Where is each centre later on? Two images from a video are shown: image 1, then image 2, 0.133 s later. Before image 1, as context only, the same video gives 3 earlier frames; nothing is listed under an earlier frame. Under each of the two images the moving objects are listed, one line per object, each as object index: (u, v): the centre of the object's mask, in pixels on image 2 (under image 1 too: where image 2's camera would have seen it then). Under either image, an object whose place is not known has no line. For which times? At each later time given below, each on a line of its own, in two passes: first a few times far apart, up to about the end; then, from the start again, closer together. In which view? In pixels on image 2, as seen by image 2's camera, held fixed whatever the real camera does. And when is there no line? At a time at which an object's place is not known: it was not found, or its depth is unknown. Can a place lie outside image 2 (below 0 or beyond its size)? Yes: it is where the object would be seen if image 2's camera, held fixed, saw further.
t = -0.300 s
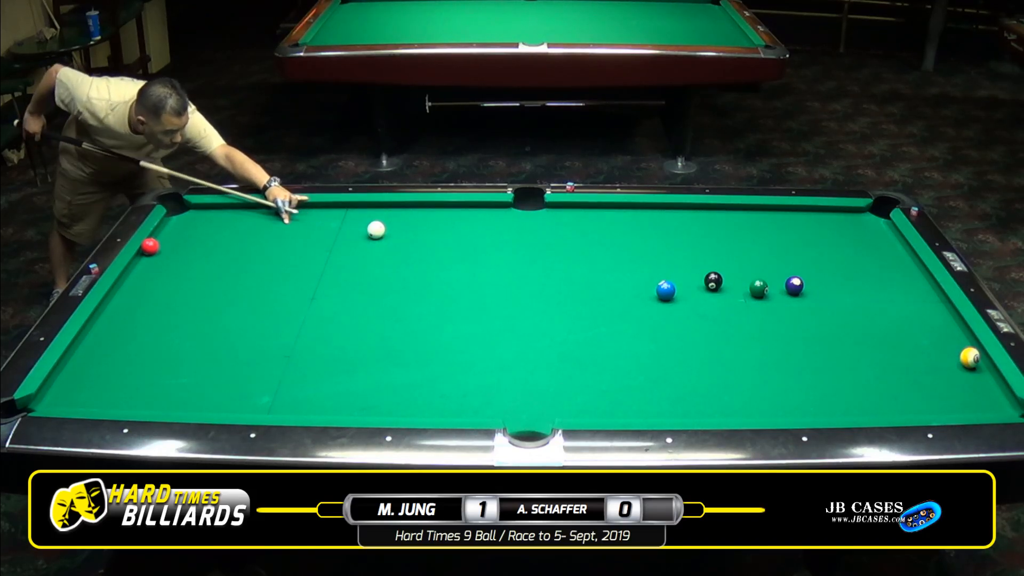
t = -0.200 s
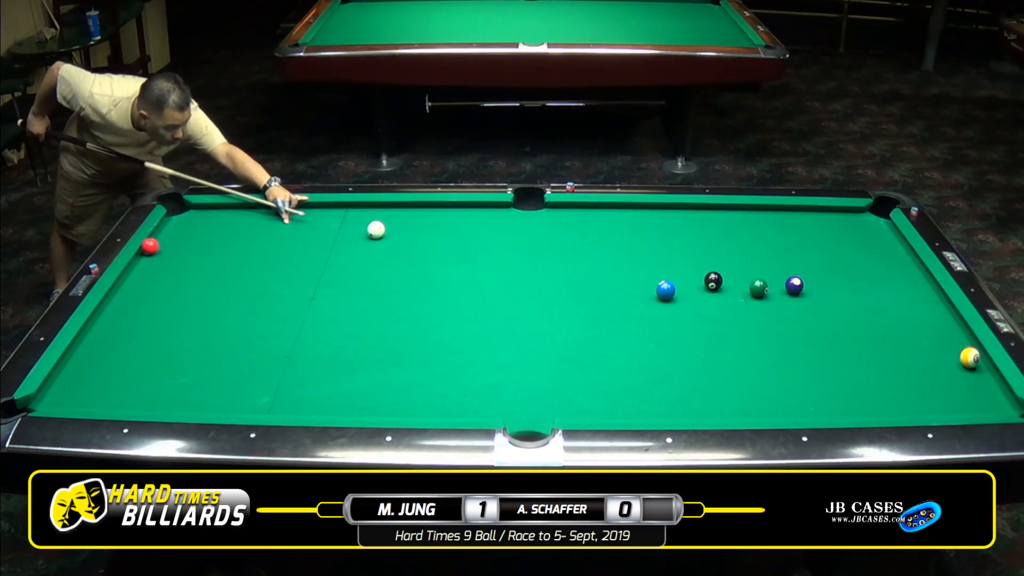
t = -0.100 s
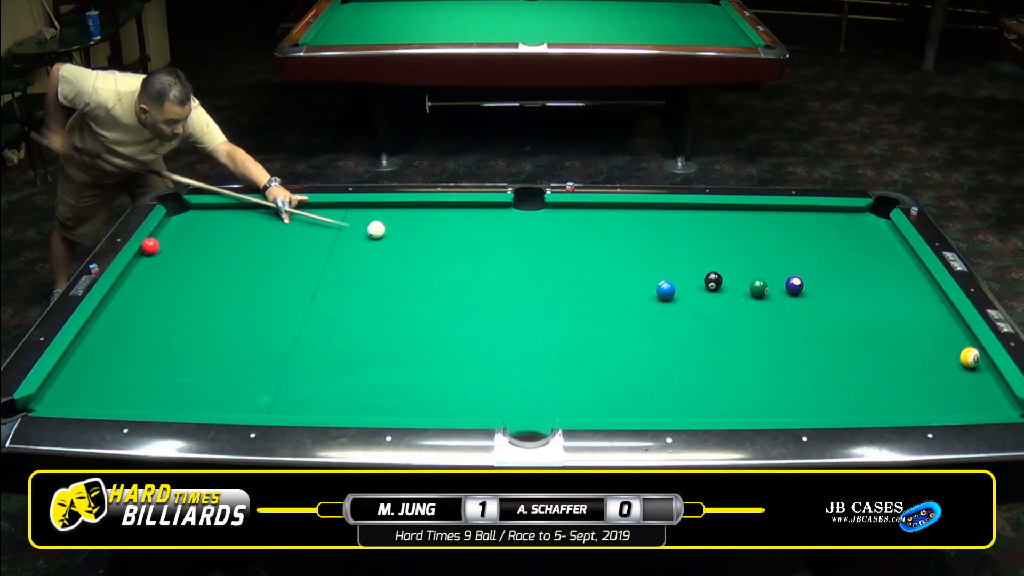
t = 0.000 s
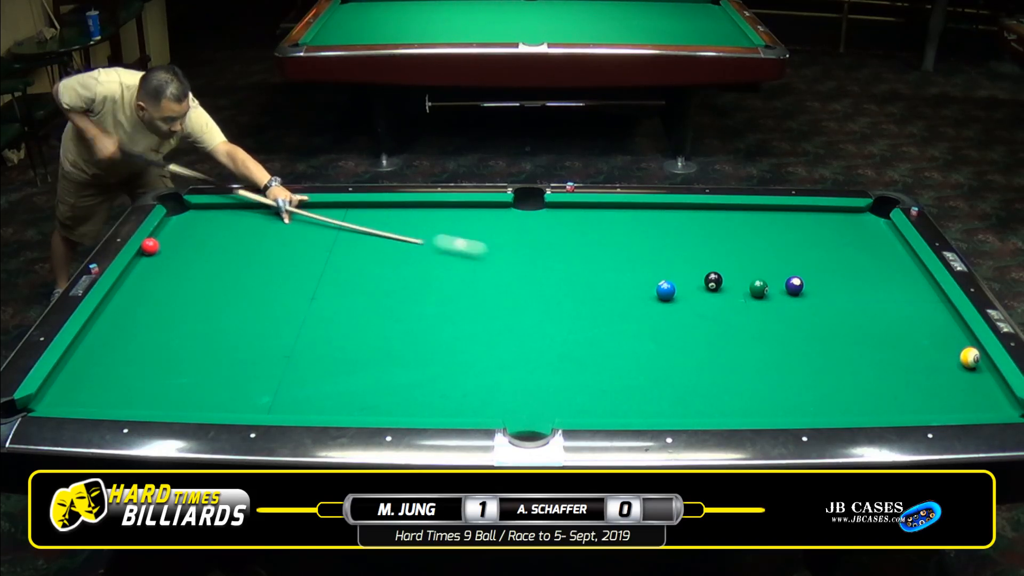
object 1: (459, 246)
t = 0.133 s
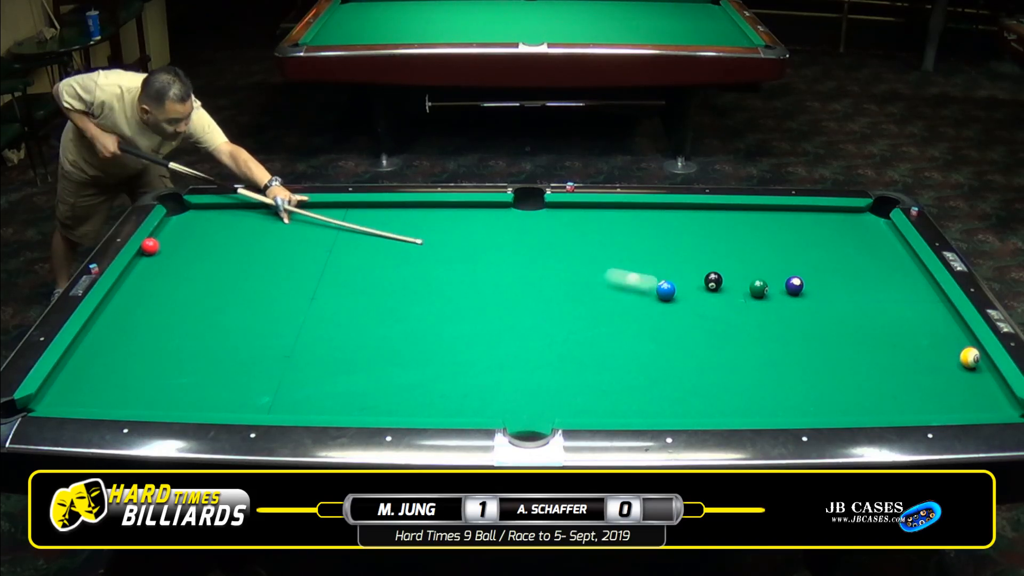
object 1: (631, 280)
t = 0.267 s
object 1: (661, 272)
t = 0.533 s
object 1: (651, 246)
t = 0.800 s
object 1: (639, 223)
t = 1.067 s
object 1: (627, 208)
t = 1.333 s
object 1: (605, 218)
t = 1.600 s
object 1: (584, 227)
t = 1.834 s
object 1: (564, 237)
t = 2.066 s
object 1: (546, 245)
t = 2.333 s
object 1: (526, 254)
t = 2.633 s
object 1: (505, 264)
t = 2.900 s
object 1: (488, 272)
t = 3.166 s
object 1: (471, 280)
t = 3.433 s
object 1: (455, 288)
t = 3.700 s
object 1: (440, 295)
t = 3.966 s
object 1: (427, 301)
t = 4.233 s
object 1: (416, 307)
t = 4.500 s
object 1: (406, 312)
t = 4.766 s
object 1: (396, 317)
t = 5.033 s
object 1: (389, 320)
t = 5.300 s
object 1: (384, 324)
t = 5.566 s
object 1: (380, 326)
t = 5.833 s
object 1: (377, 328)
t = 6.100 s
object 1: (376, 329)
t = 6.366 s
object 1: (375, 329)
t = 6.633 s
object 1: (375, 329)
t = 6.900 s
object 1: (375, 329)
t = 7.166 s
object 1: (375, 329)
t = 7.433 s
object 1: (375, 329)
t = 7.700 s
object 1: (375, 329)
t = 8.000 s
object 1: (375, 329)
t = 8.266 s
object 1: (375, 329)
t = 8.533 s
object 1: (375, 329)
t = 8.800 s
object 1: (375, 329)
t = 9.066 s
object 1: (375, 329)
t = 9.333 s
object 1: (375, 329)
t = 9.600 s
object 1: (375, 329)
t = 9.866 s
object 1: (375, 329)
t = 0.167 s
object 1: (652, 282)
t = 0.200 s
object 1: (657, 279)
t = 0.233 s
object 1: (660, 275)
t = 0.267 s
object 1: (661, 272)
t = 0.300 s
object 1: (661, 269)
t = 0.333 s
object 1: (660, 265)
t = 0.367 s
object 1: (659, 262)
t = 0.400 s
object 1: (657, 259)
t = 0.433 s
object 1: (656, 255)
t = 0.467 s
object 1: (654, 252)
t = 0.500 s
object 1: (652, 249)
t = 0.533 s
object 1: (651, 246)
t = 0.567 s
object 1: (649, 243)
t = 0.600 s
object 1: (648, 240)
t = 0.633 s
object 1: (646, 237)
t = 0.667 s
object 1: (645, 234)
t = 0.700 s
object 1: (643, 232)
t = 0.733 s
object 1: (642, 229)
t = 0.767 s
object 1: (640, 226)
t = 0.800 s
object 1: (639, 223)
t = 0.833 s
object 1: (638, 221)
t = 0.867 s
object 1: (636, 218)
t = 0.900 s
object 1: (635, 216)
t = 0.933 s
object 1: (634, 213)
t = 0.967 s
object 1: (632, 211)
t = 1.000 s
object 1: (631, 209)
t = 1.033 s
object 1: (629, 207)
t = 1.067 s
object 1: (627, 208)
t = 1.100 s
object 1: (624, 209)
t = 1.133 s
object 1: (621, 210)
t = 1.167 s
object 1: (619, 212)
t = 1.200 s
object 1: (616, 213)
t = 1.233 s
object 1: (613, 214)
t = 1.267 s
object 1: (611, 215)
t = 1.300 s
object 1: (608, 216)
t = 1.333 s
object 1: (605, 218)
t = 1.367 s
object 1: (602, 219)
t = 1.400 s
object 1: (600, 220)
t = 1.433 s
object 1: (597, 221)
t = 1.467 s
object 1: (594, 222)
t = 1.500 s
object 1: (592, 224)
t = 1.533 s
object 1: (589, 225)
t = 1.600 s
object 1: (584, 227)
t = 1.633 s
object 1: (581, 228)
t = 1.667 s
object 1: (579, 230)
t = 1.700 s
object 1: (576, 231)
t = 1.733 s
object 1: (574, 232)
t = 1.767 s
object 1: (571, 233)
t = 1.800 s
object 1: (566, 236)
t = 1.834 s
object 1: (564, 237)
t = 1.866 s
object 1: (561, 238)
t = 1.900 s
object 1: (559, 239)
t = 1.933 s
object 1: (556, 240)
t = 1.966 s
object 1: (553, 241)
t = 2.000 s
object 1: (551, 243)
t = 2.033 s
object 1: (548, 244)
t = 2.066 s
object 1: (546, 245)
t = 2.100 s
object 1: (543, 246)
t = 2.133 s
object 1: (541, 247)
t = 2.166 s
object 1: (538, 248)
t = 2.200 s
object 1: (536, 249)
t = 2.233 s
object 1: (534, 251)
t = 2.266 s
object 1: (531, 252)
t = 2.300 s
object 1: (529, 253)
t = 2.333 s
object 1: (526, 254)
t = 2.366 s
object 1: (524, 255)
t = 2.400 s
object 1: (522, 256)
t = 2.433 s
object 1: (519, 257)
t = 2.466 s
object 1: (517, 258)
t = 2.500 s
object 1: (515, 259)
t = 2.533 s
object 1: (512, 260)
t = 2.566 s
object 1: (510, 262)
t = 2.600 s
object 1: (508, 263)
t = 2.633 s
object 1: (505, 264)
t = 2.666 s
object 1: (503, 265)
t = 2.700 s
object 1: (501, 266)
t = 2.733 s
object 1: (498, 267)
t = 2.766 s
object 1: (496, 268)
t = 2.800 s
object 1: (494, 269)
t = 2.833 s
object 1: (492, 270)
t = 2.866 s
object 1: (490, 271)
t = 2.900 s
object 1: (488, 272)
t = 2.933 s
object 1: (485, 273)
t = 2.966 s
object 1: (483, 274)
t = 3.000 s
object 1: (481, 275)
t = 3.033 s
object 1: (479, 276)
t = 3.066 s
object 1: (477, 277)
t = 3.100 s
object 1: (475, 278)
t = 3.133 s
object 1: (472, 279)
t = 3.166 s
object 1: (471, 280)
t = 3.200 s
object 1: (468, 281)
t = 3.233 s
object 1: (467, 282)
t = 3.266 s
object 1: (465, 283)
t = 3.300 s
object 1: (463, 284)
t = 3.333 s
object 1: (461, 285)
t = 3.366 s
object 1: (459, 286)
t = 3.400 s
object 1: (457, 287)
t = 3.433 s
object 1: (455, 288)
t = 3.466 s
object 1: (453, 288)
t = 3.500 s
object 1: (451, 289)
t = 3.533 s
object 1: (450, 290)
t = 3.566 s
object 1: (448, 291)
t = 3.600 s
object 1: (446, 292)
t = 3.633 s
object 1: (444, 293)
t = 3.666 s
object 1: (442, 294)
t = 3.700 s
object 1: (440, 295)
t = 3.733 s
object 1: (439, 296)
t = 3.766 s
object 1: (437, 296)
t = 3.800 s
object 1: (435, 297)
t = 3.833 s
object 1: (434, 298)
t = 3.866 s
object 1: (432, 299)
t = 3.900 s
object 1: (431, 300)
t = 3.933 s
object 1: (429, 300)
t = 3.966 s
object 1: (427, 301)
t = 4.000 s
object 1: (426, 302)
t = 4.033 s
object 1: (424, 303)
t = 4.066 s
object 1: (423, 304)
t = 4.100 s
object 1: (421, 304)
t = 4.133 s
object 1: (420, 305)
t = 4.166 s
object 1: (419, 306)
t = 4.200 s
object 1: (417, 306)
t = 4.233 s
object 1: (416, 307)
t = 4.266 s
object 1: (415, 308)
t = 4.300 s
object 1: (413, 309)
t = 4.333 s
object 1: (412, 309)
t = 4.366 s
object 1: (410, 310)
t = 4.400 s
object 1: (409, 310)
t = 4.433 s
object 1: (408, 311)
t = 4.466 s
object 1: (407, 312)
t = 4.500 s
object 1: (406, 312)
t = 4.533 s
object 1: (404, 313)
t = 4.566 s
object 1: (403, 313)
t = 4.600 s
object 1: (402, 314)
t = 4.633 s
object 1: (401, 315)
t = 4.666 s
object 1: (400, 315)
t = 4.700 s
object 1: (399, 316)
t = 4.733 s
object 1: (397, 316)
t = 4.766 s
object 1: (396, 317)
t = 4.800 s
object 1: (395, 317)
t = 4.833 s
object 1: (394, 318)
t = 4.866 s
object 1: (394, 318)
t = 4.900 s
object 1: (393, 319)
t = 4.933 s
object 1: (392, 319)
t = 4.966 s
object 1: (391, 320)
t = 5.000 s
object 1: (390, 320)
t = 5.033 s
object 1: (389, 320)
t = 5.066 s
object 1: (388, 321)
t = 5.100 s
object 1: (388, 321)
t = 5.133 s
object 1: (387, 322)
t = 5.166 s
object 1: (386, 322)
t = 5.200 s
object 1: (386, 323)
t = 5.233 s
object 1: (385, 323)
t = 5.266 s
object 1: (384, 323)
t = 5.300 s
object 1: (384, 324)
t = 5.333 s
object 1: (383, 324)
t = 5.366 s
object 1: (383, 324)
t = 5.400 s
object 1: (382, 325)
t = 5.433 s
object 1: (382, 325)
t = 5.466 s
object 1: (381, 325)
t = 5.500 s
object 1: (381, 326)
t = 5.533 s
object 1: (380, 326)
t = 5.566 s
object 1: (380, 326)
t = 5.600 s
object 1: (379, 326)
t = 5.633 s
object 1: (379, 327)
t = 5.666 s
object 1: (379, 327)
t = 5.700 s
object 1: (378, 327)
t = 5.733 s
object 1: (378, 327)
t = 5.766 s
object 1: (378, 327)
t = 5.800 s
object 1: (377, 328)
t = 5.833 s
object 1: (377, 328)
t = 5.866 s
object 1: (377, 328)
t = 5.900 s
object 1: (377, 328)
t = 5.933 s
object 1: (376, 328)
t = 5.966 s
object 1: (376, 328)
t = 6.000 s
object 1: (376, 328)
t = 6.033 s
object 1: (376, 328)
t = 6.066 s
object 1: (376, 329)
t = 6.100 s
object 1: (376, 329)
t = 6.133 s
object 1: (376, 329)
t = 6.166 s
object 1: (375, 329)
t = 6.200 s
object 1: (375, 329)
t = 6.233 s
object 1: (375, 329)
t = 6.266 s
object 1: (375, 329)
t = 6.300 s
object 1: (375, 329)
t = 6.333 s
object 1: (375, 329)
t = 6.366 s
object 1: (375, 329)
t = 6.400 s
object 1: (375, 329)
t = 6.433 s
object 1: (375, 329)
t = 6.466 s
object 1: (375, 329)
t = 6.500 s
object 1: (375, 329)
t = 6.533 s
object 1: (375, 329)
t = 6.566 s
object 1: (375, 329)
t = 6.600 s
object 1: (375, 329)
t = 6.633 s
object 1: (375, 329)
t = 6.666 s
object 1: (375, 329)
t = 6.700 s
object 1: (375, 329)
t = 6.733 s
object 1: (375, 329)
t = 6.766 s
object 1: (375, 329)
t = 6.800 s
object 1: (375, 329)
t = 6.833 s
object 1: (375, 329)
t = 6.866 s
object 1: (375, 329)
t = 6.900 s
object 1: (375, 329)
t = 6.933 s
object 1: (375, 329)
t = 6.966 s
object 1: (375, 329)
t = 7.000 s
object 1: (375, 329)
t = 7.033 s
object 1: (375, 329)
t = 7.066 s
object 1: (375, 329)
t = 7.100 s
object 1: (375, 329)
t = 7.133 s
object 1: (375, 329)
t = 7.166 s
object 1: (375, 329)
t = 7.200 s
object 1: (375, 329)
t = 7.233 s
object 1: (375, 329)
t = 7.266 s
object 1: (375, 329)
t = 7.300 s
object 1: (375, 329)
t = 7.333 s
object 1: (375, 329)
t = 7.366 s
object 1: (375, 329)
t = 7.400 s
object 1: (375, 329)
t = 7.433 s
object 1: (375, 329)
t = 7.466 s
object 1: (375, 329)
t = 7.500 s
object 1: (375, 329)
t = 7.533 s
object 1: (375, 329)
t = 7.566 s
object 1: (375, 329)
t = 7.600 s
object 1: (375, 329)
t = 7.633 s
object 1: (375, 329)
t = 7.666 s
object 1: (375, 329)
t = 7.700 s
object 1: (375, 329)
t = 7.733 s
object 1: (375, 329)
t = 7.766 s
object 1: (375, 329)
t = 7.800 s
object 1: (375, 329)
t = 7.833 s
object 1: (375, 329)
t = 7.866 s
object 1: (375, 329)
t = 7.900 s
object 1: (375, 329)
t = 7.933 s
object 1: (375, 329)
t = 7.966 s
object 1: (375, 329)
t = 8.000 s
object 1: (375, 329)
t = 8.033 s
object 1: (375, 329)
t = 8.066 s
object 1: (375, 329)
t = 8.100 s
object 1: (375, 329)
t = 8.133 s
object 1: (375, 329)
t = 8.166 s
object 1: (375, 329)
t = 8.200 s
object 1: (375, 329)
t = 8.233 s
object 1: (375, 329)
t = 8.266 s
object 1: (375, 329)
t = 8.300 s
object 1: (375, 329)
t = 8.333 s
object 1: (375, 329)
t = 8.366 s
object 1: (375, 329)
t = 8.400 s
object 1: (375, 329)
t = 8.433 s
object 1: (375, 329)
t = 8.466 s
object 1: (375, 329)
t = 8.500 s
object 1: (375, 329)
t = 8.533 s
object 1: (375, 329)
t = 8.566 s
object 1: (375, 329)
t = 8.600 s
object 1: (375, 329)
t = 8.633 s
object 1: (375, 329)
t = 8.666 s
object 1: (375, 329)
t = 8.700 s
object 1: (375, 329)
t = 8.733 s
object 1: (375, 329)
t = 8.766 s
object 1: (375, 329)
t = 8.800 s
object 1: (375, 329)
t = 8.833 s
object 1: (375, 329)
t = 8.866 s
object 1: (375, 329)
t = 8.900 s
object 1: (375, 329)
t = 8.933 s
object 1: (375, 329)
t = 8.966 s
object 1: (375, 329)
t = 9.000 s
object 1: (375, 329)
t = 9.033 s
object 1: (375, 329)
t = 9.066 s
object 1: (375, 329)
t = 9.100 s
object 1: (375, 329)
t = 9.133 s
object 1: (375, 329)
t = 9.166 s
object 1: (375, 329)
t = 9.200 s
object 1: (375, 329)
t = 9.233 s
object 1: (375, 329)
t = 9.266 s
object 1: (375, 329)
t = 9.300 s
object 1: (375, 329)
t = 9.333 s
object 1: (375, 329)
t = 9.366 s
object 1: (375, 329)
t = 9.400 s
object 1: (375, 329)
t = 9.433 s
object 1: (375, 329)
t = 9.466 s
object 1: (375, 329)
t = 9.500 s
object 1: (375, 329)
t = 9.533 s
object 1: (375, 329)
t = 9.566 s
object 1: (375, 329)
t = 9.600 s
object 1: (375, 329)
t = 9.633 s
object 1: (375, 329)
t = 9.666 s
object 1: (375, 329)
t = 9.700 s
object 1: (375, 329)
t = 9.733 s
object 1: (375, 329)
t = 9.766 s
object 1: (375, 329)
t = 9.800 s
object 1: (375, 329)
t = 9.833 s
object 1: (375, 329)
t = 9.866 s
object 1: (375, 329)
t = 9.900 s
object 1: (375, 329)
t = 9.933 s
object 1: (375, 329)
